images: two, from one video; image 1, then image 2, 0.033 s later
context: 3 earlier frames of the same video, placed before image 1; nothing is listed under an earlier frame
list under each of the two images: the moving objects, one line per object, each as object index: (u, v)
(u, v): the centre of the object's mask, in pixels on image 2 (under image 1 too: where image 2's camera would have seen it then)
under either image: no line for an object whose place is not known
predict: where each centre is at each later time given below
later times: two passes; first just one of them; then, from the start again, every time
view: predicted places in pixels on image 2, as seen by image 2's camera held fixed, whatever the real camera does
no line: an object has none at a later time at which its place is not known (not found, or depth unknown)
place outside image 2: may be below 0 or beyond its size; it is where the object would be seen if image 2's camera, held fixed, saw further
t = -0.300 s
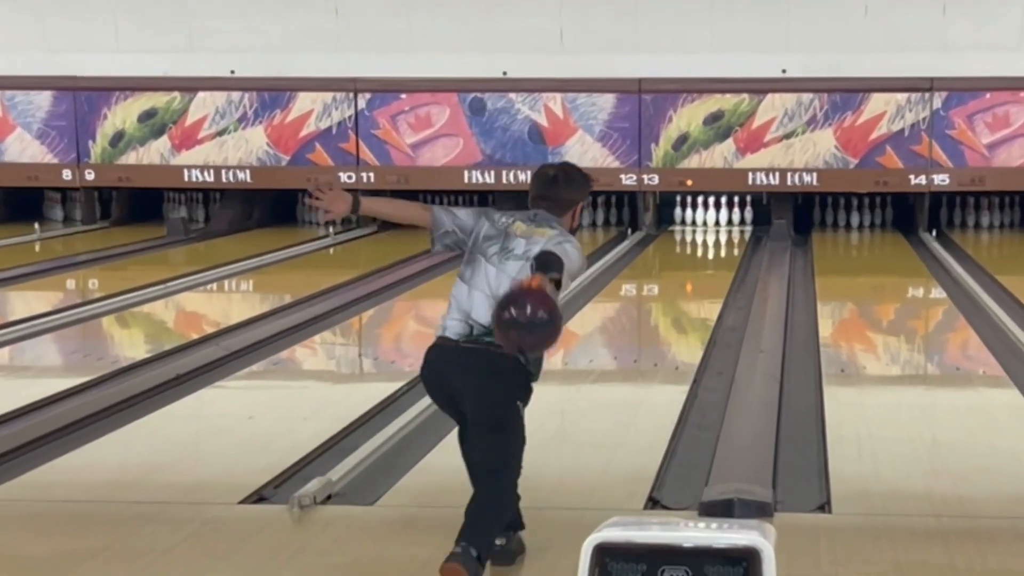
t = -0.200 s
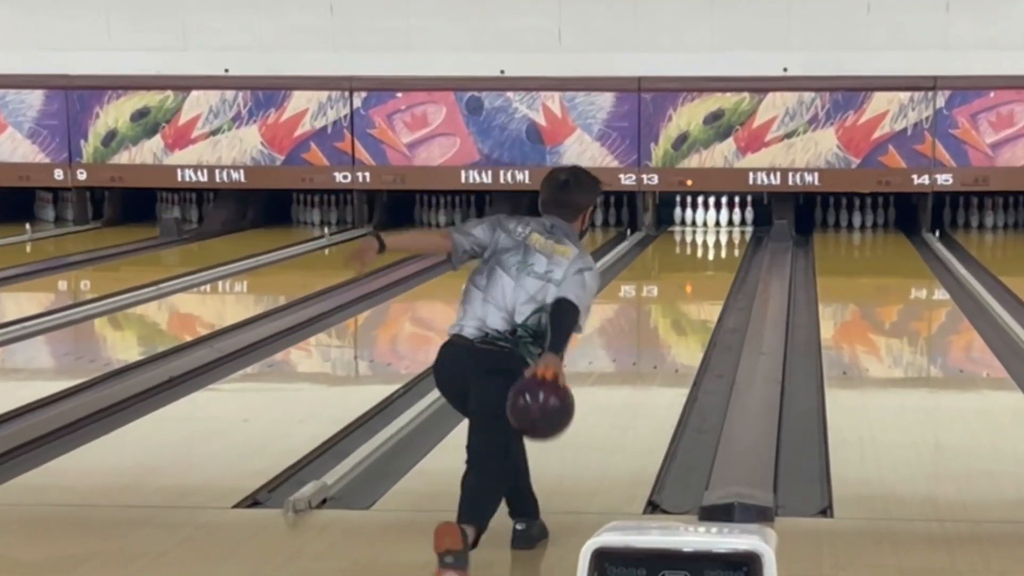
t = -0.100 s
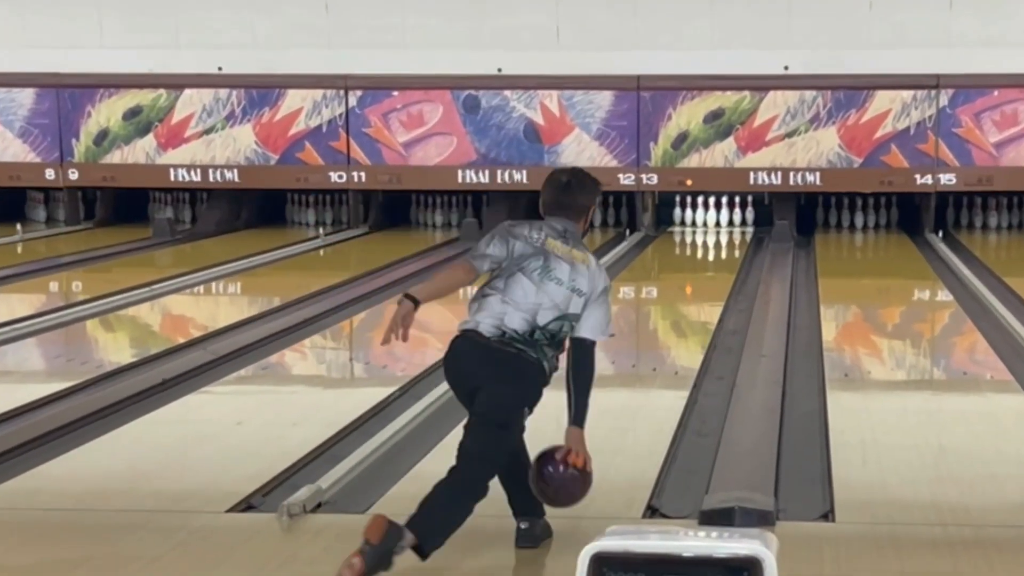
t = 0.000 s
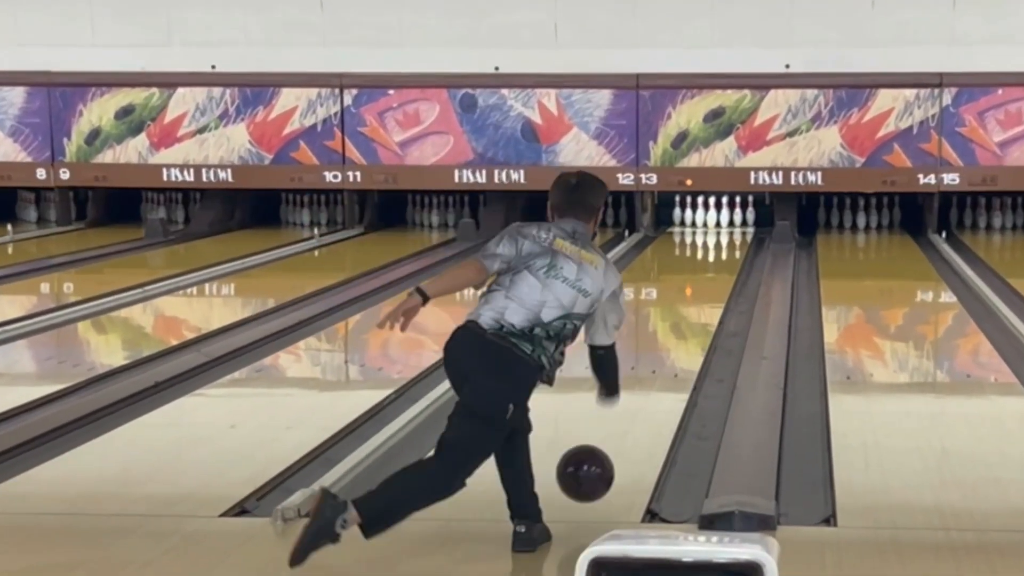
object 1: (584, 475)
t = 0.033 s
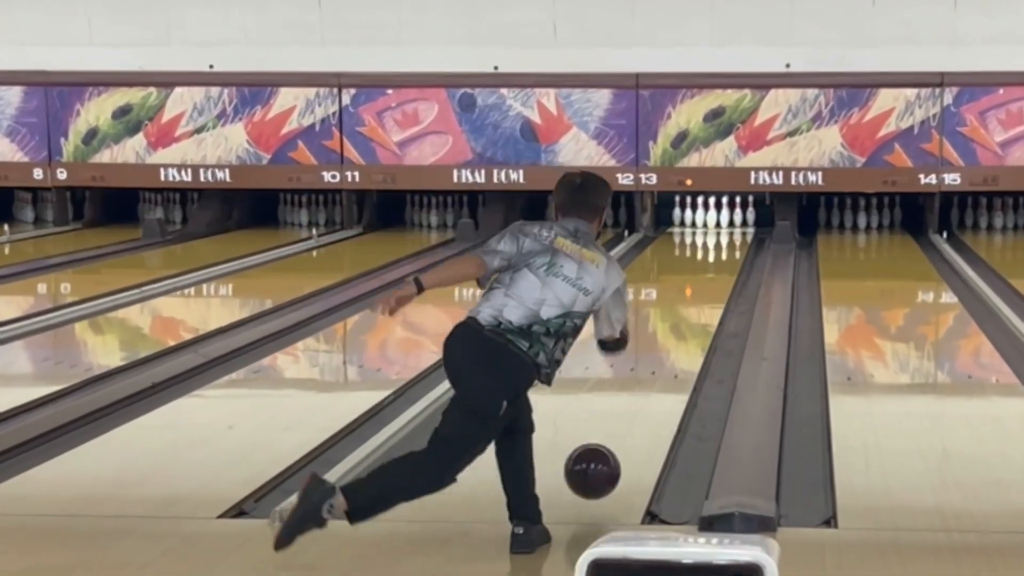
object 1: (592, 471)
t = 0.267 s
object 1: (632, 420)
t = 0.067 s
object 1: (599, 470)
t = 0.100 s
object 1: (606, 460)
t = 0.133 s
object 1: (613, 450)
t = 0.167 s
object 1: (619, 441)
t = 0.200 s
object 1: (624, 433)
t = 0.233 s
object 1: (629, 424)
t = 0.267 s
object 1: (632, 420)
